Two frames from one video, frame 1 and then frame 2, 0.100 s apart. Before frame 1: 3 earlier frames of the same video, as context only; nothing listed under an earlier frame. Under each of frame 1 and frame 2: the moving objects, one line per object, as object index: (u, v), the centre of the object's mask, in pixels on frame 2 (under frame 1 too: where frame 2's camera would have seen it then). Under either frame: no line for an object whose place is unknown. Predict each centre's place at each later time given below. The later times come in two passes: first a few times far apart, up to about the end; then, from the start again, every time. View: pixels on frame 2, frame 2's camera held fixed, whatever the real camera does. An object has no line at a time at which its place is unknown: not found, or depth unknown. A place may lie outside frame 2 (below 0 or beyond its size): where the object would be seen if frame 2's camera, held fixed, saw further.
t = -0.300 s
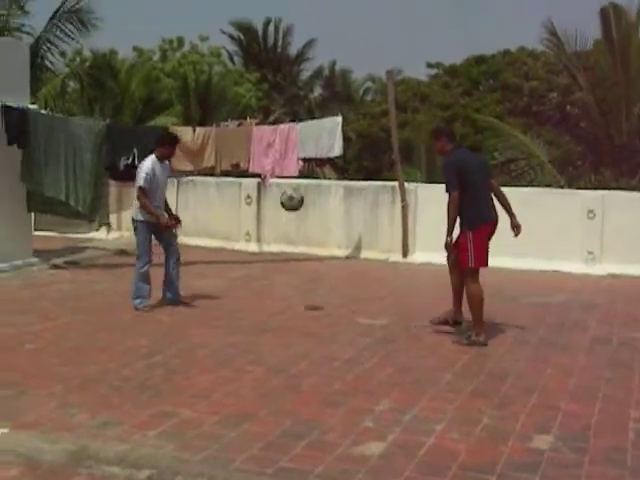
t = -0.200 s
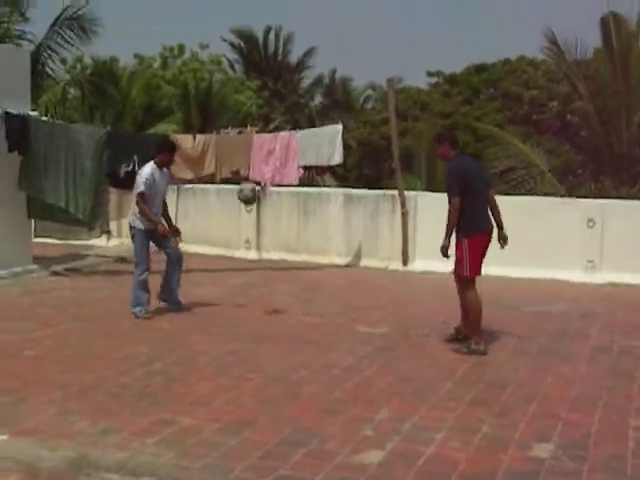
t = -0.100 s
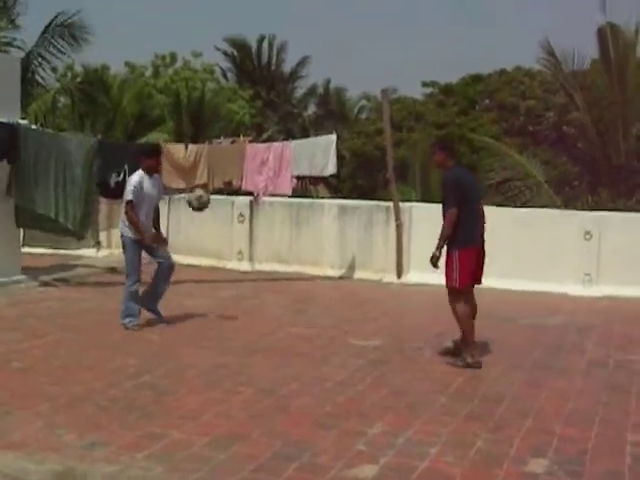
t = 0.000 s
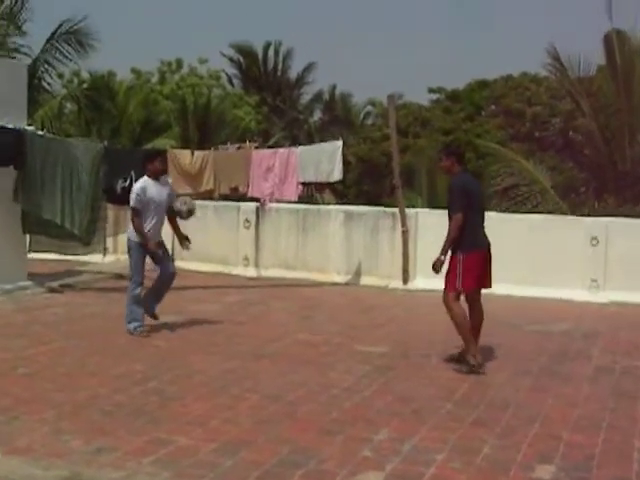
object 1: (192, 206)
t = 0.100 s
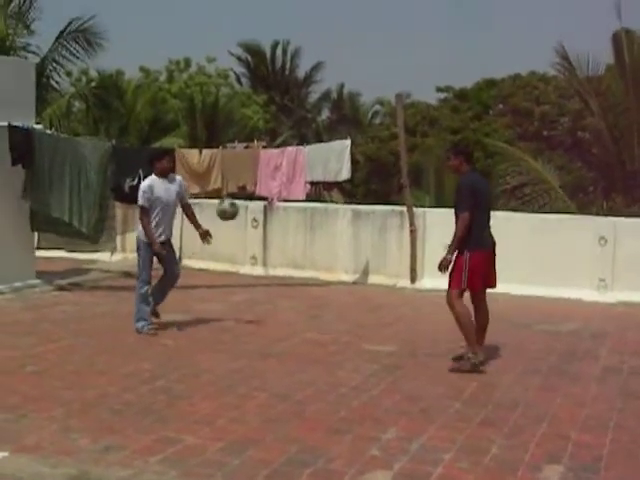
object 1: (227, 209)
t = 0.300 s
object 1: (296, 244)
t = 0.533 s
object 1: (371, 328)
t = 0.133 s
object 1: (239, 212)
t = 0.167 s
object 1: (250, 217)
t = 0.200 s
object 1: (262, 223)
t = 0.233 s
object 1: (274, 228)
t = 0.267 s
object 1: (285, 236)
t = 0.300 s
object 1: (296, 244)
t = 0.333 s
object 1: (307, 255)
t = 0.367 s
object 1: (319, 265)
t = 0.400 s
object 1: (330, 276)
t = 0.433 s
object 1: (341, 290)
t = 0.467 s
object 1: (352, 305)
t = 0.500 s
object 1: (363, 320)
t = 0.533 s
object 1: (371, 328)
